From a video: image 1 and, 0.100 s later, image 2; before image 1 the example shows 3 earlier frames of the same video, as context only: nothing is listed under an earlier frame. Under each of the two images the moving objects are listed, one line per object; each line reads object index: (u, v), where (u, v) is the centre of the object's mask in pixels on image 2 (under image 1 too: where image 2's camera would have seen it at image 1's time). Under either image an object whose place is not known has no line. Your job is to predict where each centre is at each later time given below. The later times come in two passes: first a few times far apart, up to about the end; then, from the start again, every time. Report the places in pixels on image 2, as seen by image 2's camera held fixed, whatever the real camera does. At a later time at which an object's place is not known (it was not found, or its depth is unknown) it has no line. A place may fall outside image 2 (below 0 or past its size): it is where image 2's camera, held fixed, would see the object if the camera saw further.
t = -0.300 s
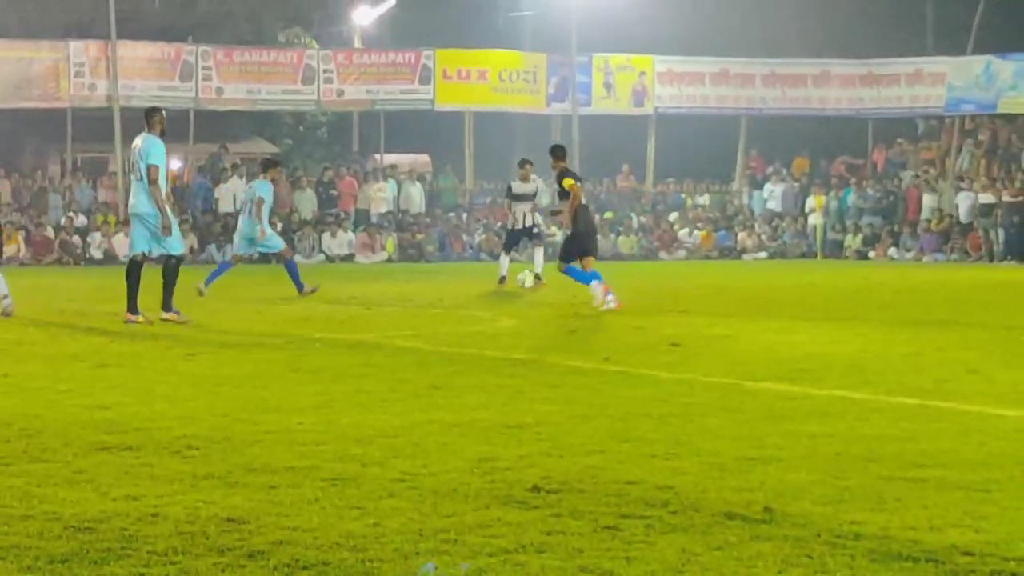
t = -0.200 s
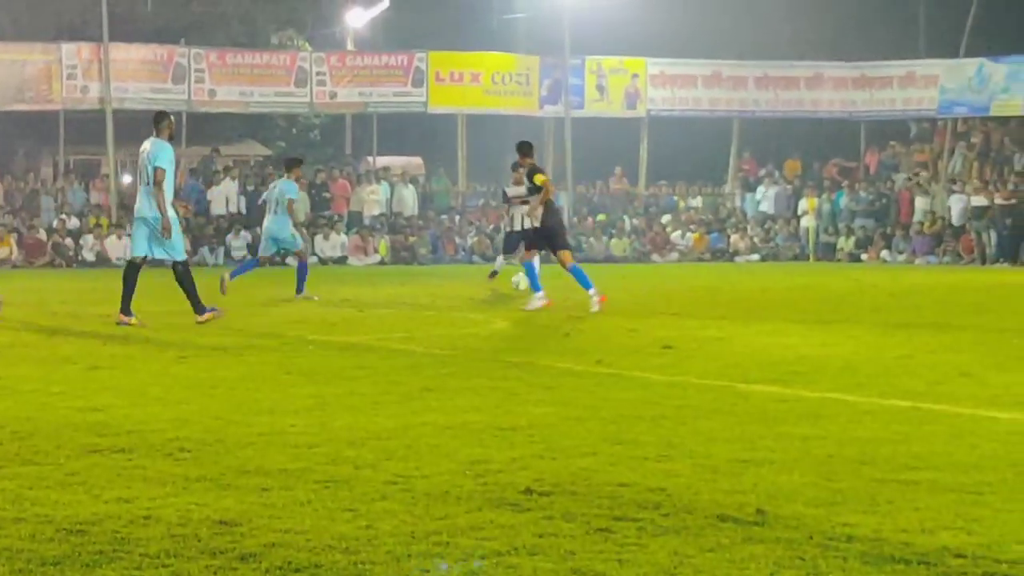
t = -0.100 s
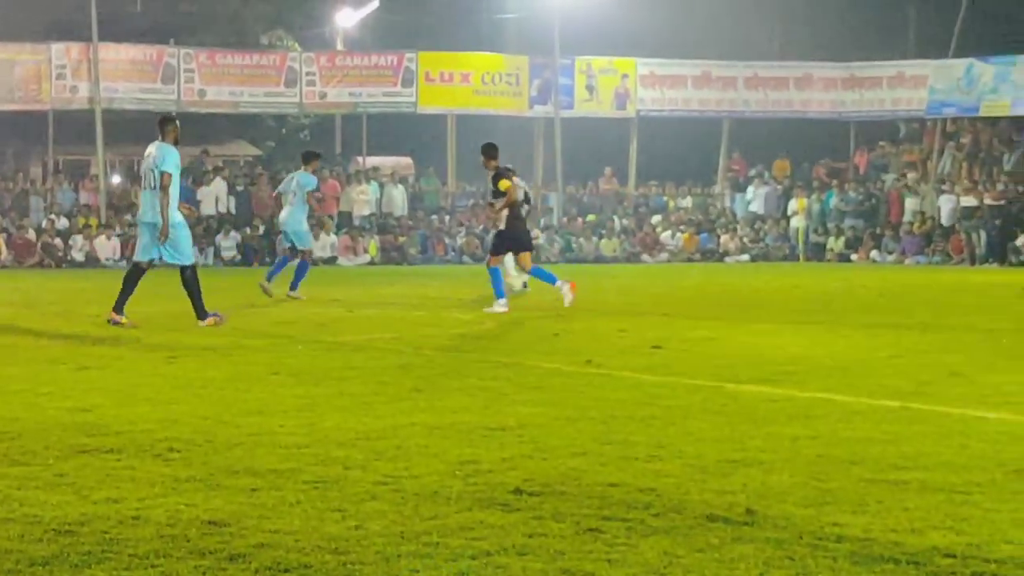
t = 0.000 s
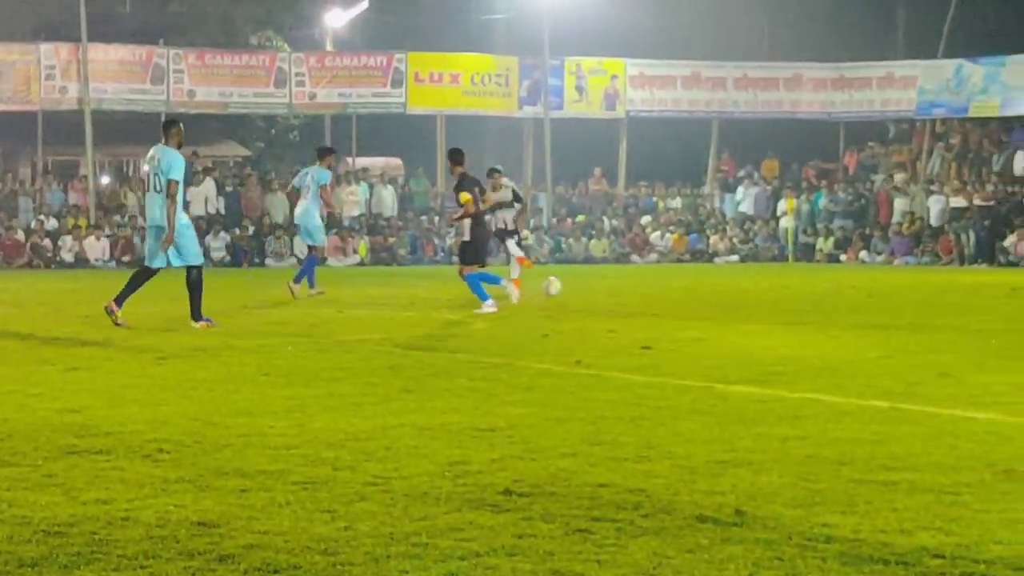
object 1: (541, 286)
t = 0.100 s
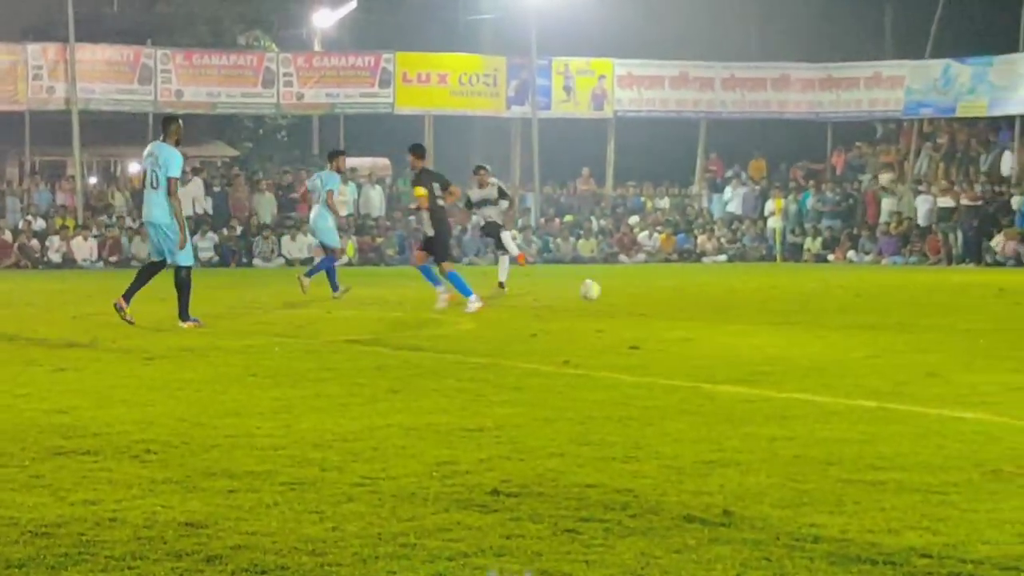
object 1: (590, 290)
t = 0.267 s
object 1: (672, 296)
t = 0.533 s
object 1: (796, 304)
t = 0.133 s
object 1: (607, 292)
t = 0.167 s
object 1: (623, 293)
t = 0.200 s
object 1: (640, 295)
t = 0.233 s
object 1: (656, 295)
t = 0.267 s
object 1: (672, 296)
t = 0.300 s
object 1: (688, 298)
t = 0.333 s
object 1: (704, 298)
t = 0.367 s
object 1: (718, 296)
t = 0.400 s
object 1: (734, 297)
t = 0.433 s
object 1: (750, 299)
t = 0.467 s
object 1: (766, 302)
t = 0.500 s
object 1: (782, 304)
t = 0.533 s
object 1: (796, 304)
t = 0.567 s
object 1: (811, 305)
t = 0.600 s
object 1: (826, 306)
